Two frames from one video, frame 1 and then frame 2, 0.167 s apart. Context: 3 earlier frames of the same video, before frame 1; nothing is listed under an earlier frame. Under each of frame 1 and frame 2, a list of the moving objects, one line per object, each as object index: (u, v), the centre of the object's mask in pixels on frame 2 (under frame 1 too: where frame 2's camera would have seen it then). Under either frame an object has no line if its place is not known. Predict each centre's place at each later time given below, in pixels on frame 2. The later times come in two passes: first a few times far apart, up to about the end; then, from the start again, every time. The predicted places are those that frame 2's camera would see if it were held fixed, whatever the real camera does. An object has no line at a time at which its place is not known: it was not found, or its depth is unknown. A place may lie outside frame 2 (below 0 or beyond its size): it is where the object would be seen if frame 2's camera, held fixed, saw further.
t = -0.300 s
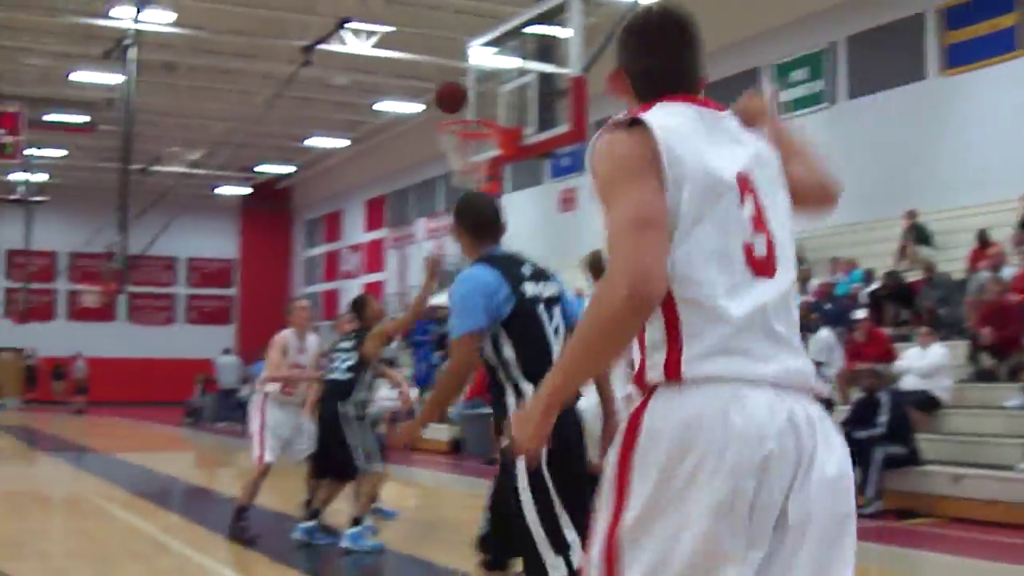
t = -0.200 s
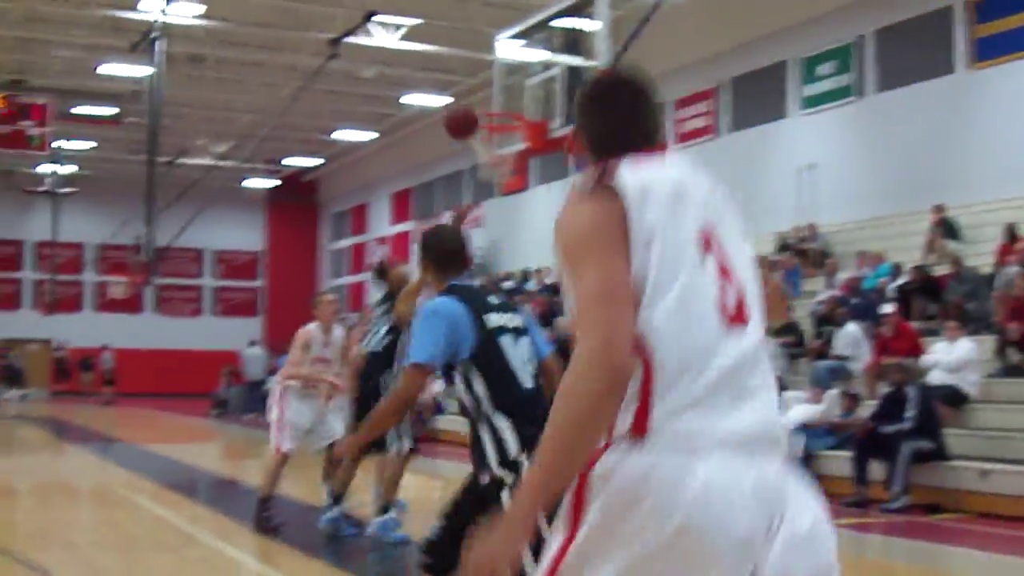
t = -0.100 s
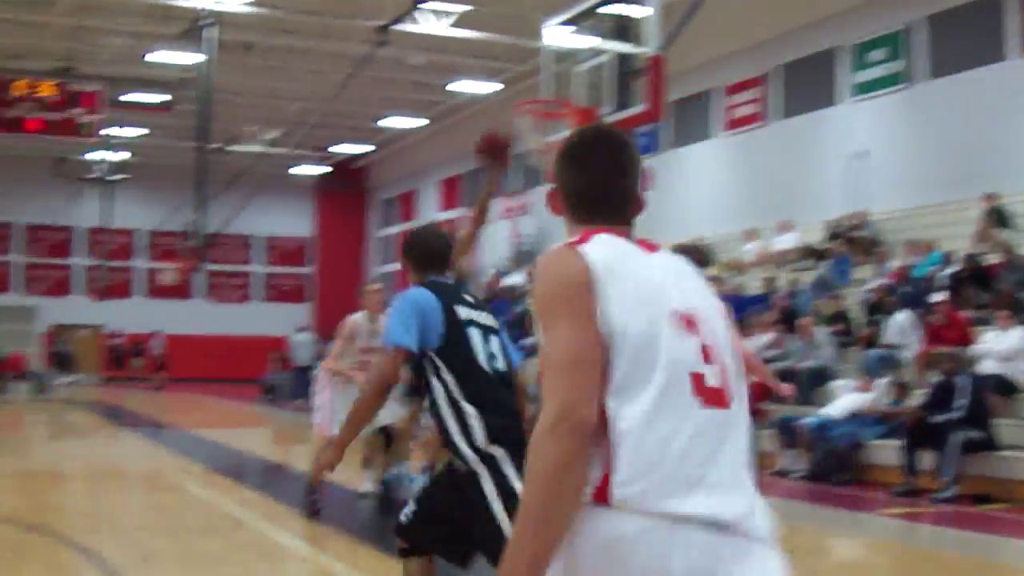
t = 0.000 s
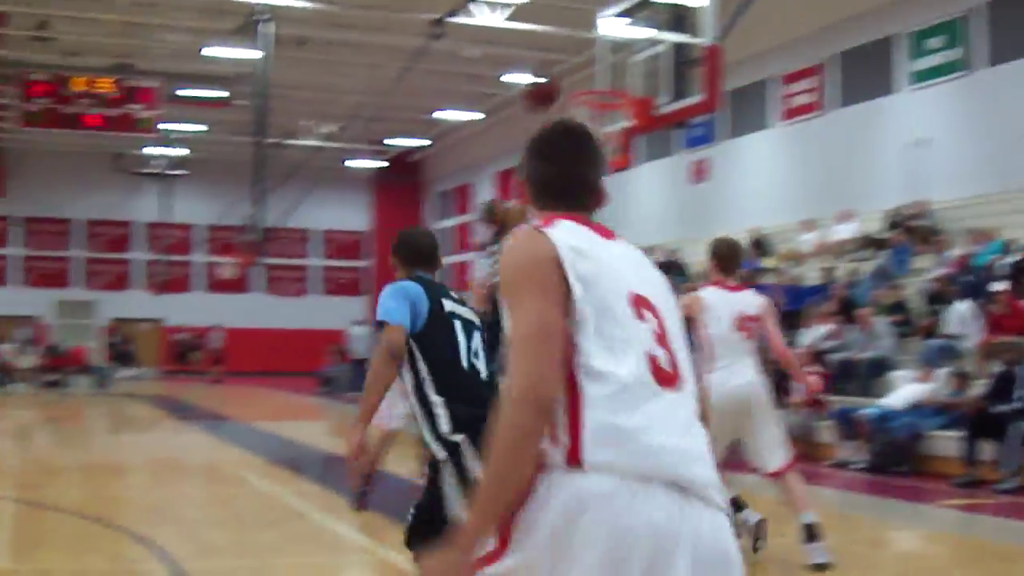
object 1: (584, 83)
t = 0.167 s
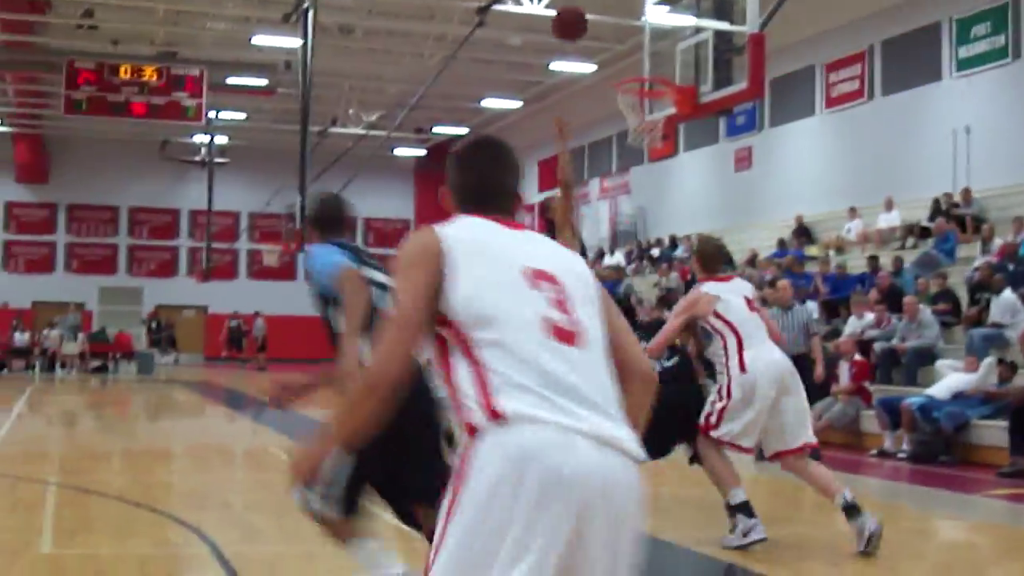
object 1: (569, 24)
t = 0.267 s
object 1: (560, 15)
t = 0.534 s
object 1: (533, 45)
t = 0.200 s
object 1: (566, 18)
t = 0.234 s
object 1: (563, 16)
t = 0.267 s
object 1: (560, 15)
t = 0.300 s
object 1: (557, 15)
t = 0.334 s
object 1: (553, 16)
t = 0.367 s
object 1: (550, 17)
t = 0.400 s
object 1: (547, 19)
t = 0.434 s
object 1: (544, 22)
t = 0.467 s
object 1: (540, 27)
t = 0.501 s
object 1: (536, 36)
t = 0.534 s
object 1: (533, 45)
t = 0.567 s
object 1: (529, 57)
